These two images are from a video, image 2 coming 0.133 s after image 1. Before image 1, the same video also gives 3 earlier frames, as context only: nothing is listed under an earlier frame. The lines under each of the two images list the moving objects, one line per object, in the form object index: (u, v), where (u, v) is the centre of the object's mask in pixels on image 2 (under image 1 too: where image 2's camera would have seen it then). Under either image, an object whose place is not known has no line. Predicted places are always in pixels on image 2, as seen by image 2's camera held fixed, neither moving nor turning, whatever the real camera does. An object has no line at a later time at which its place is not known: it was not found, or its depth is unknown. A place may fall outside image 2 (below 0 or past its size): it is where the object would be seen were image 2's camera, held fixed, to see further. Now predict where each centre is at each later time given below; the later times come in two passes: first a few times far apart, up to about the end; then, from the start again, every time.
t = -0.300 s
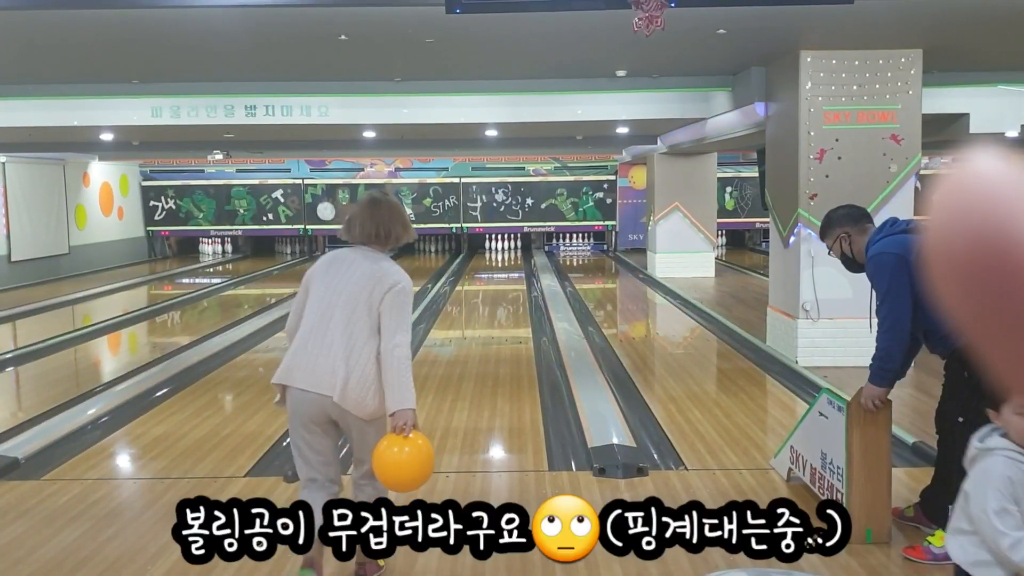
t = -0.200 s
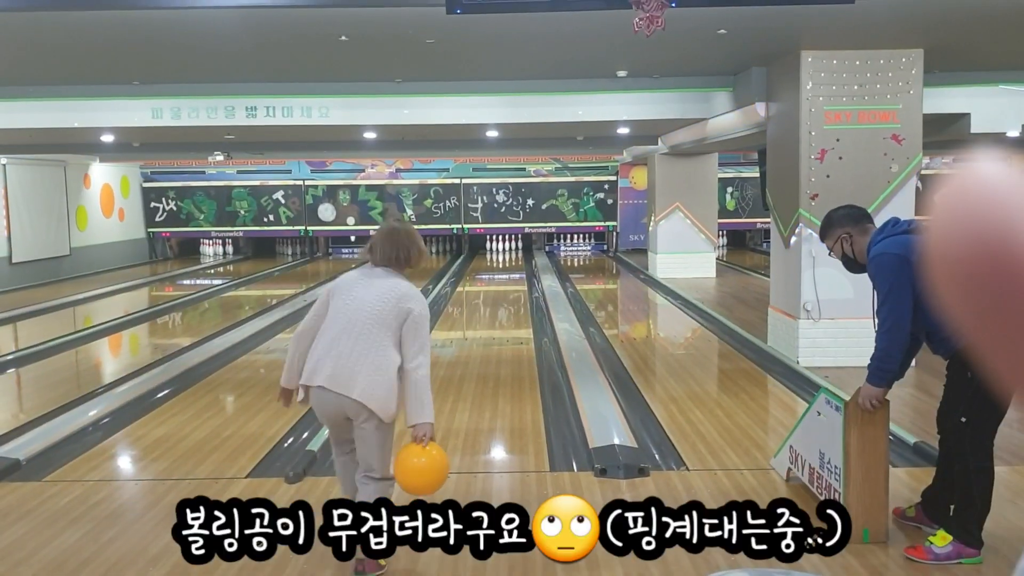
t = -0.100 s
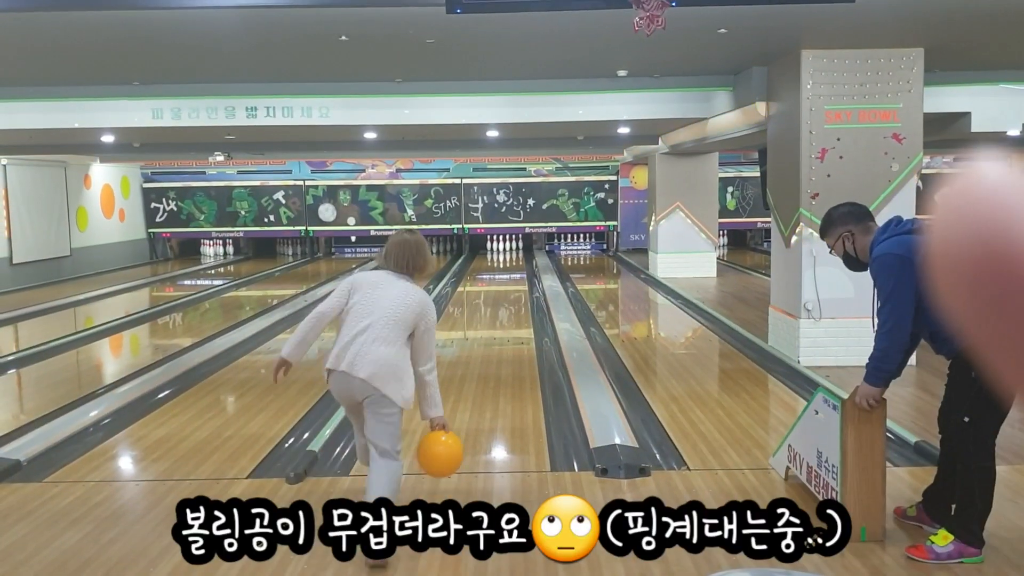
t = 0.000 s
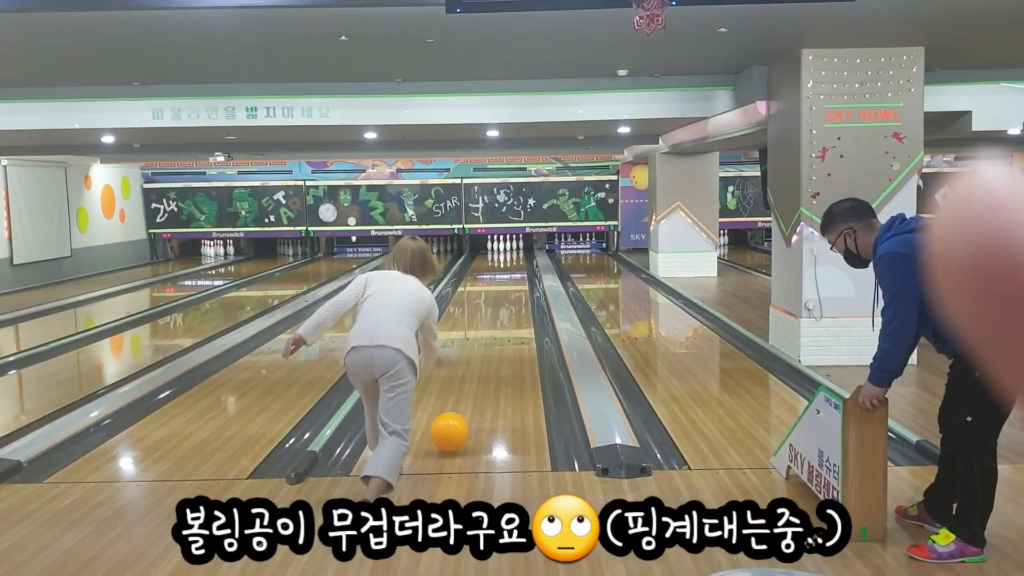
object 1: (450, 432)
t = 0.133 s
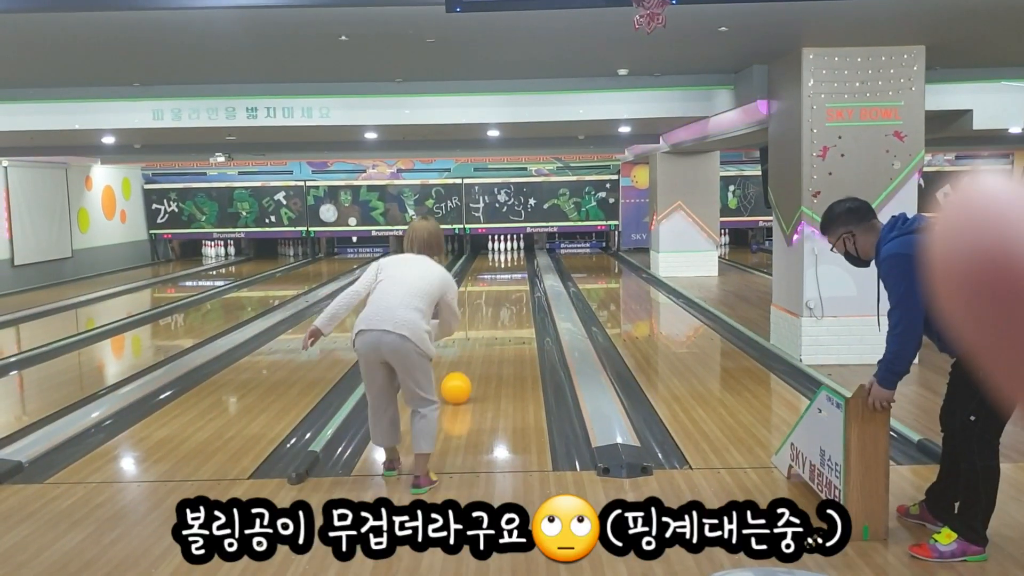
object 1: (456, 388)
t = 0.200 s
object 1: (458, 371)
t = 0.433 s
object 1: (463, 330)
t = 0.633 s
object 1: (466, 308)
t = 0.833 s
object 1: (468, 291)
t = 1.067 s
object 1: (469, 278)
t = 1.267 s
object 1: (470, 269)
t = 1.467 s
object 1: (471, 262)
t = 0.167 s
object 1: (457, 379)
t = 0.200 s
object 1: (458, 371)
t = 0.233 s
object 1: (459, 364)
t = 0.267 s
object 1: (460, 357)
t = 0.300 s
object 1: (462, 351)
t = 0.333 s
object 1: (462, 345)
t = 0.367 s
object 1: (462, 339)
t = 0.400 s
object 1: (463, 335)
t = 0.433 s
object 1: (463, 330)
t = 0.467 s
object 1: (464, 325)
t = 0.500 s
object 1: (464, 322)
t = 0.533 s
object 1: (465, 318)
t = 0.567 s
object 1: (465, 314)
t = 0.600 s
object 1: (466, 311)
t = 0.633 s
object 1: (466, 308)
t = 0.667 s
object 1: (466, 305)
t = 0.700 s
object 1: (466, 302)
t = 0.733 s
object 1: (467, 299)
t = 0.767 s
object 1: (467, 296)
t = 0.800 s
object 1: (467, 294)
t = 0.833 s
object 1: (468, 291)
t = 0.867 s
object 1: (468, 290)
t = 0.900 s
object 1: (468, 287)
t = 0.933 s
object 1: (469, 285)
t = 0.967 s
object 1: (469, 283)
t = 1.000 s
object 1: (469, 281)
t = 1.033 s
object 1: (469, 280)
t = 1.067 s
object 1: (469, 278)
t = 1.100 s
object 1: (470, 276)
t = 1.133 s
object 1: (470, 275)
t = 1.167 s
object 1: (472, 277)
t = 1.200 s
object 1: (471, 273)
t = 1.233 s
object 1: (470, 271)
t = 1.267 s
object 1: (470, 269)
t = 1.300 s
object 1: (470, 268)
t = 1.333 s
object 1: (470, 267)
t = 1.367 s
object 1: (471, 266)
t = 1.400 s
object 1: (471, 264)
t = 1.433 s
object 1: (471, 263)
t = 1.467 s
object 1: (471, 262)
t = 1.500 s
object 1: (471, 262)
